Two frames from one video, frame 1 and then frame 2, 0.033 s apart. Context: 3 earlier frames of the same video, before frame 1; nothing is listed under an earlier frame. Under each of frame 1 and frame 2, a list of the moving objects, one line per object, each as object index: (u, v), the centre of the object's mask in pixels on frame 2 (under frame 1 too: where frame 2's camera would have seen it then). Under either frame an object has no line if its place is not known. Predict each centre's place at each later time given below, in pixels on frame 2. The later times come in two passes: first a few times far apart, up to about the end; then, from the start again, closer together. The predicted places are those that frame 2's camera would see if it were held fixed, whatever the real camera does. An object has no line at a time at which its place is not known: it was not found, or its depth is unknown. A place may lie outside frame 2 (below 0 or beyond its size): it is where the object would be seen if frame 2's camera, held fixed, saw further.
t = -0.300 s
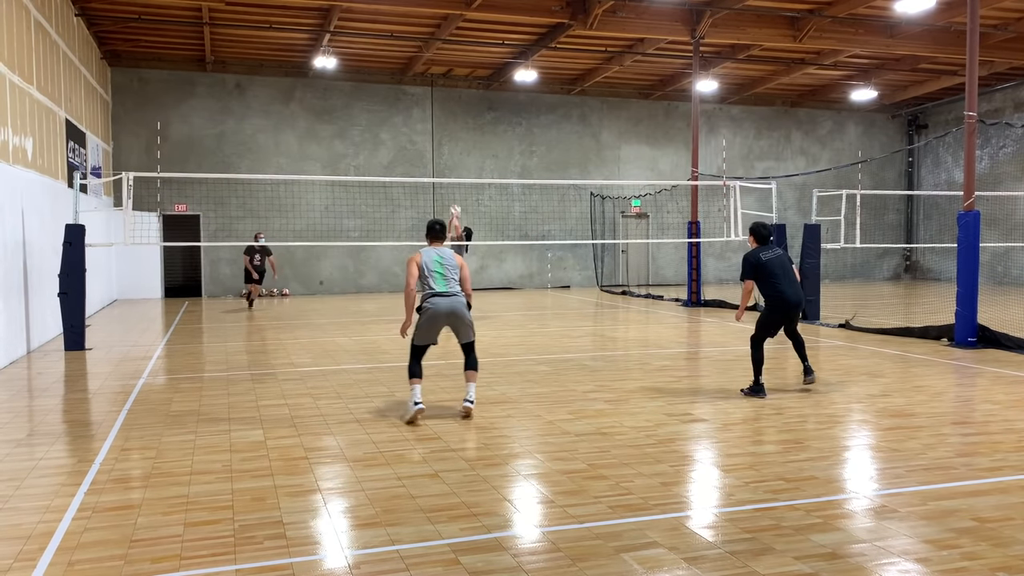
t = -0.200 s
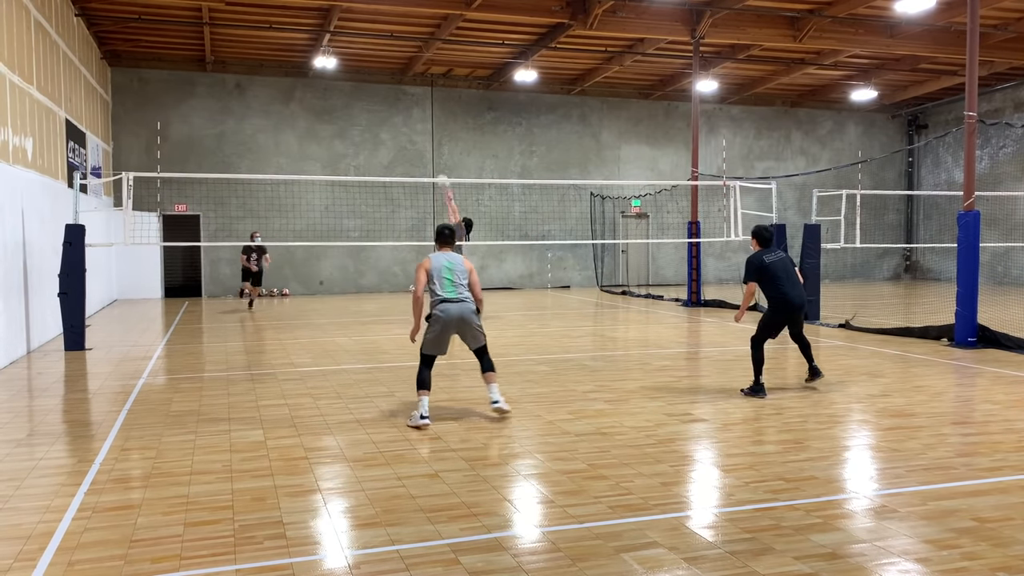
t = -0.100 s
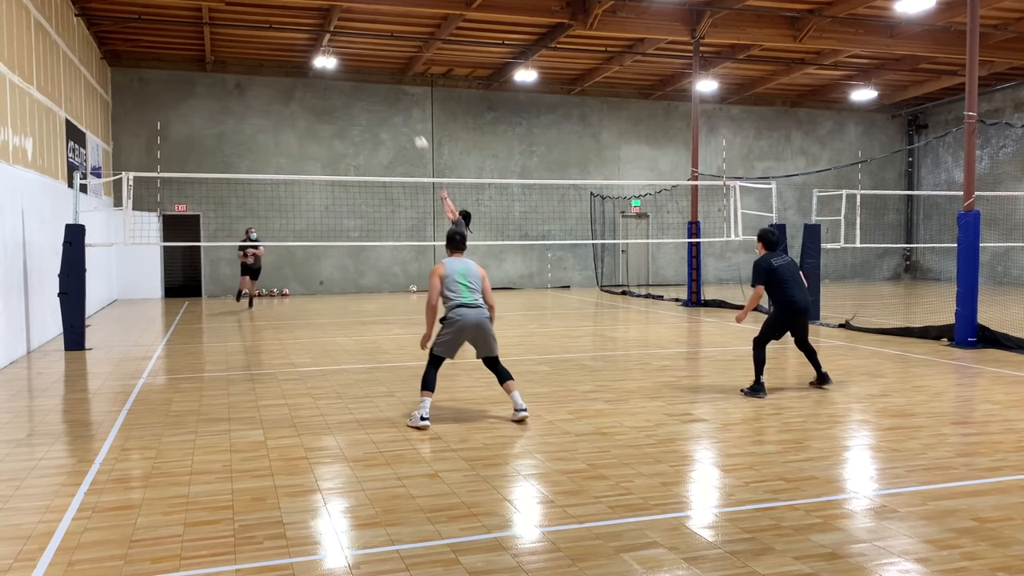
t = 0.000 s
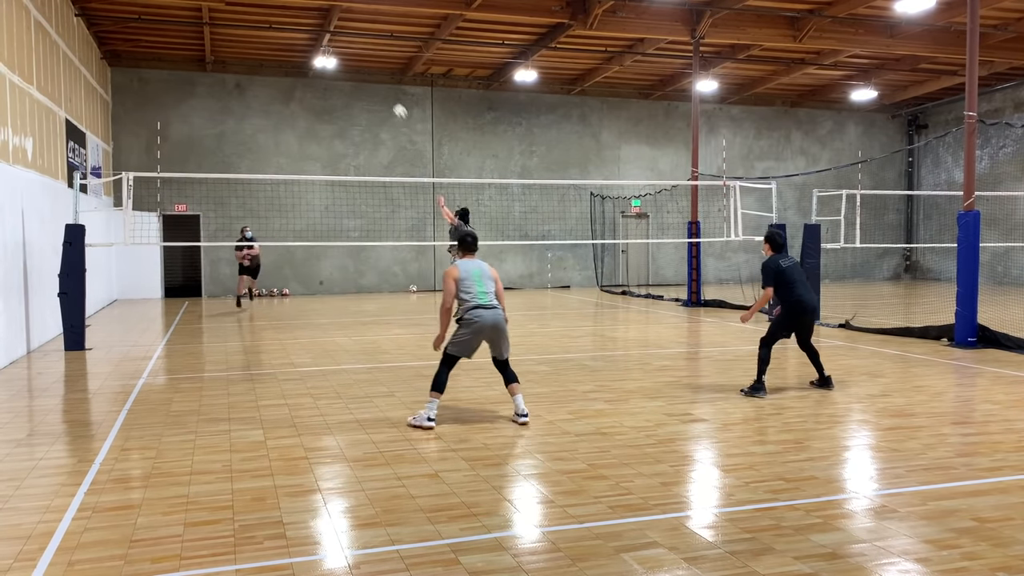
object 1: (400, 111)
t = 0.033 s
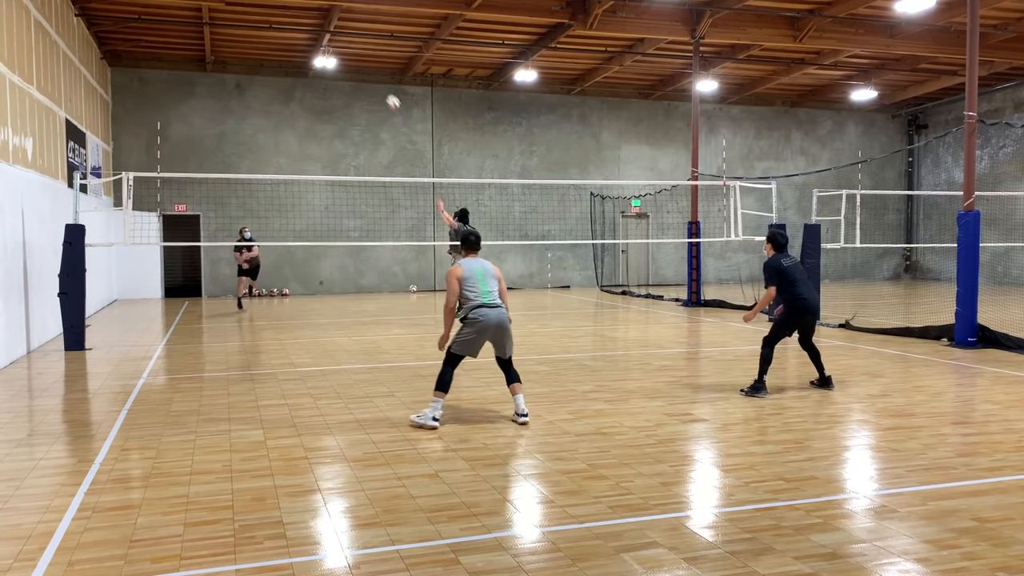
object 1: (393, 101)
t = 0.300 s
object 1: (339, 51)
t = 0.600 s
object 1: (284, 44)
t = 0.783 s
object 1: (252, 65)
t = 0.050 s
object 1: (389, 97)
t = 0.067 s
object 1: (386, 93)
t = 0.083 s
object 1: (382, 89)
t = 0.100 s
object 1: (379, 85)
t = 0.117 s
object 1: (375, 81)
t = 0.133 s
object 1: (372, 77)
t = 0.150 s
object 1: (369, 74)
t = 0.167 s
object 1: (365, 71)
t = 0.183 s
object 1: (362, 68)
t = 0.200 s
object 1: (359, 65)
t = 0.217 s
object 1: (356, 62)
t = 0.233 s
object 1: (352, 59)
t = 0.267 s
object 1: (346, 55)
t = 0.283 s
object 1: (343, 52)
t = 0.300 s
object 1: (339, 51)
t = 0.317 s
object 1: (337, 49)
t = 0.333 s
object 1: (333, 47)
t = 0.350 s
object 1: (331, 45)
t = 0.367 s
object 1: (327, 45)
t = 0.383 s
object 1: (323, 43)
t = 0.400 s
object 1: (320, 42)
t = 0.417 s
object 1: (317, 42)
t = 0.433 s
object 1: (314, 41)
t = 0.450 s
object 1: (311, 41)
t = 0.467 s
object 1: (308, 41)
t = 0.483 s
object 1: (305, 41)
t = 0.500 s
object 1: (302, 41)
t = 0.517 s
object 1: (299, 41)
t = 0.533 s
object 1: (296, 41)
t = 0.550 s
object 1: (293, 42)
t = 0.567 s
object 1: (290, 42)
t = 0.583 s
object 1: (287, 43)
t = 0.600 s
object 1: (284, 44)
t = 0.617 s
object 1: (281, 46)
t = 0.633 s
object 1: (278, 47)
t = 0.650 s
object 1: (275, 48)
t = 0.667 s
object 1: (272, 49)
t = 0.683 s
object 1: (269, 51)
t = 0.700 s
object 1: (266, 53)
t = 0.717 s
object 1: (263, 55)
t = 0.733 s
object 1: (260, 57)
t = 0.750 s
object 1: (258, 59)
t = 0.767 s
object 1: (255, 62)
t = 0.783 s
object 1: (252, 65)
